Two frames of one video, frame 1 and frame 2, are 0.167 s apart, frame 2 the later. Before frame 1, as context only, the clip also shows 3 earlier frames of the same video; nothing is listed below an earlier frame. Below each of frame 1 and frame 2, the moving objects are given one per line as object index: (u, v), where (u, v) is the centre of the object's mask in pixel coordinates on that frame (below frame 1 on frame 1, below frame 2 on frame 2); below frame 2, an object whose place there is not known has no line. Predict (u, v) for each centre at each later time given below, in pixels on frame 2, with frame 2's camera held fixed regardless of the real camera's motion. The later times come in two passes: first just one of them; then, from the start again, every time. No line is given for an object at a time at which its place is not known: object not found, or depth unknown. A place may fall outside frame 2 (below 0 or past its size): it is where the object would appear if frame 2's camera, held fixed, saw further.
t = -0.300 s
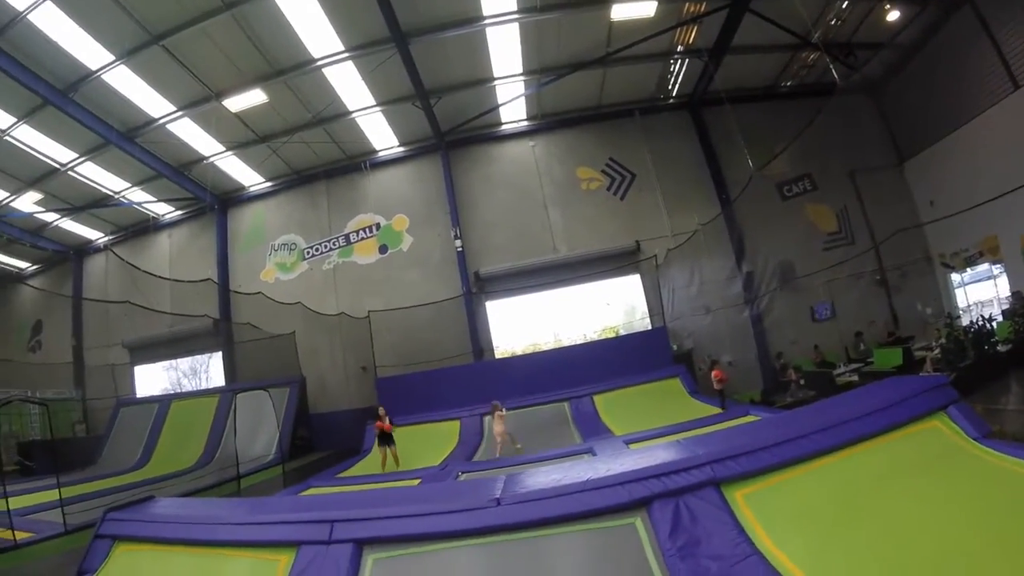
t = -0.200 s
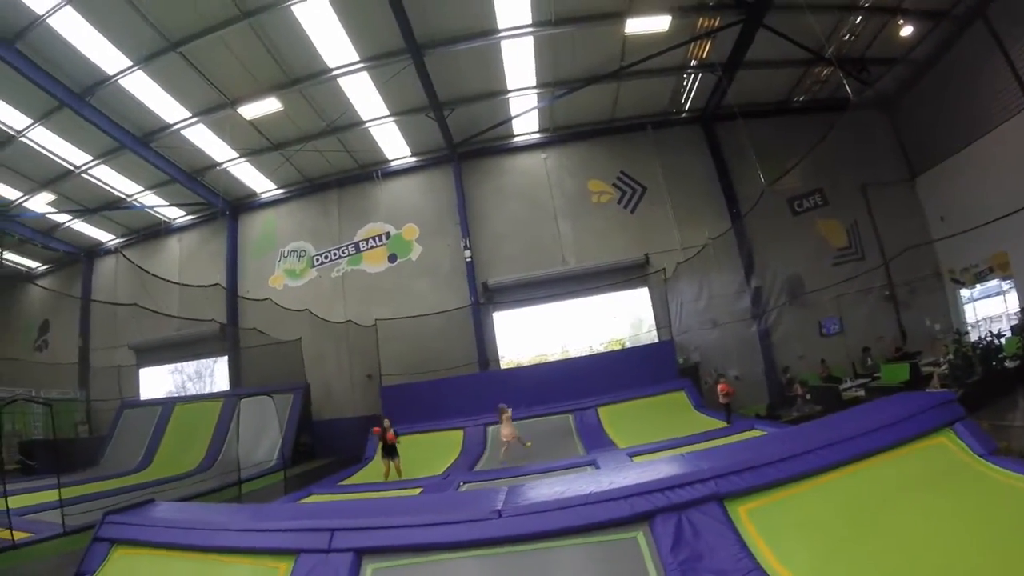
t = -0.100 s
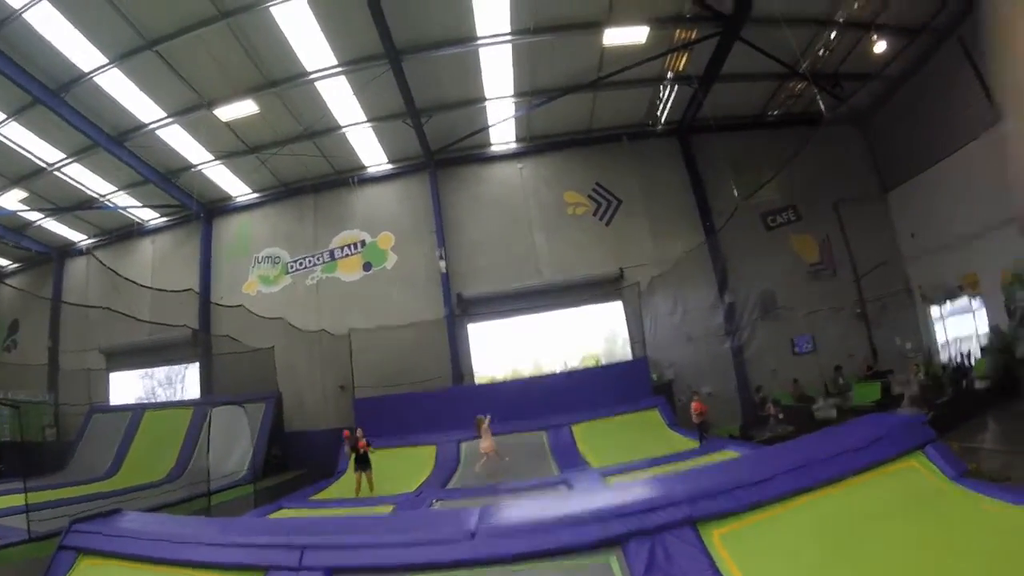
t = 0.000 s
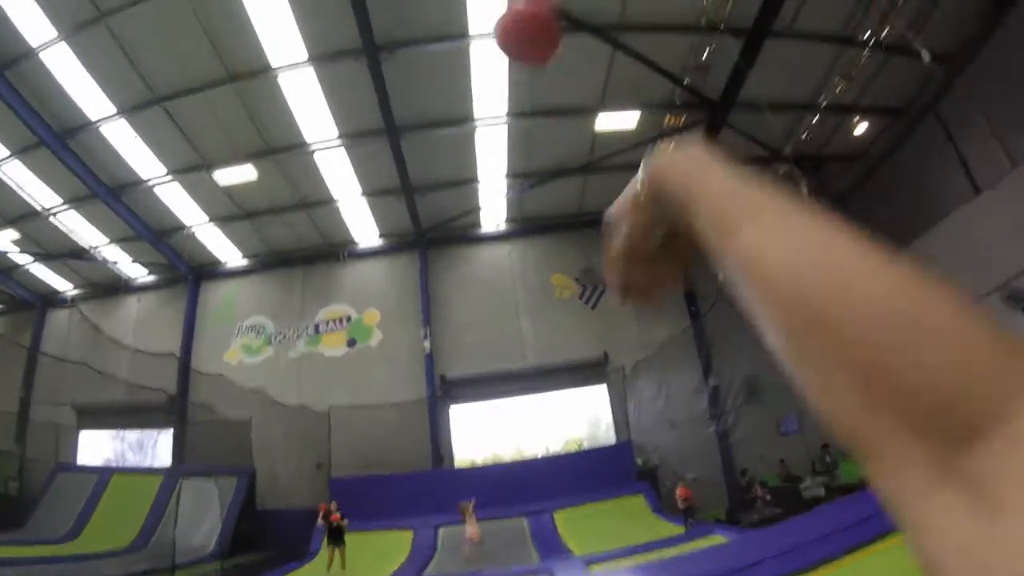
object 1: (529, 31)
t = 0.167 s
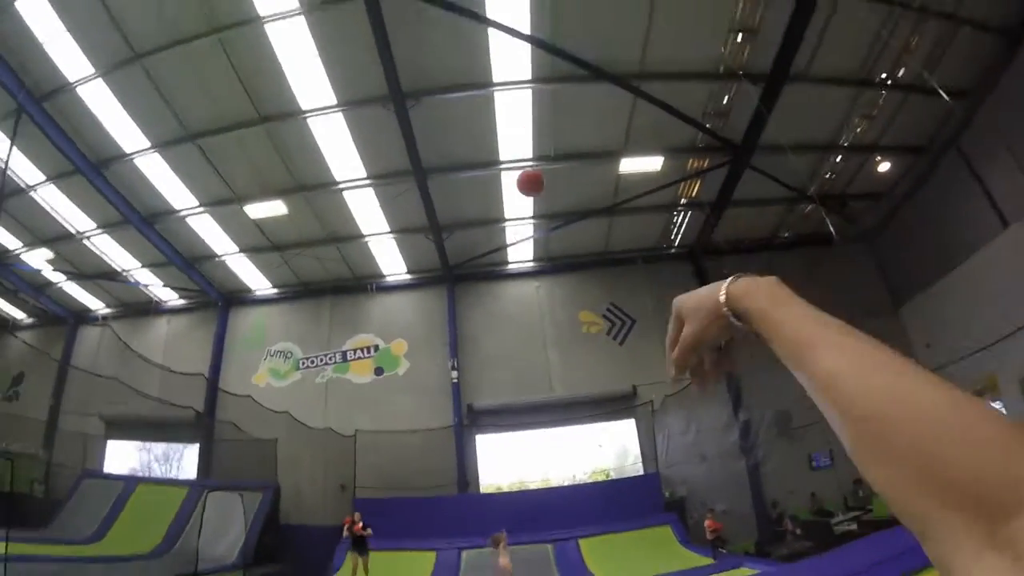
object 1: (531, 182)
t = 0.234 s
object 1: (532, 199)
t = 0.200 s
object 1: (531, 193)
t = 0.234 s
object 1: (532, 199)
